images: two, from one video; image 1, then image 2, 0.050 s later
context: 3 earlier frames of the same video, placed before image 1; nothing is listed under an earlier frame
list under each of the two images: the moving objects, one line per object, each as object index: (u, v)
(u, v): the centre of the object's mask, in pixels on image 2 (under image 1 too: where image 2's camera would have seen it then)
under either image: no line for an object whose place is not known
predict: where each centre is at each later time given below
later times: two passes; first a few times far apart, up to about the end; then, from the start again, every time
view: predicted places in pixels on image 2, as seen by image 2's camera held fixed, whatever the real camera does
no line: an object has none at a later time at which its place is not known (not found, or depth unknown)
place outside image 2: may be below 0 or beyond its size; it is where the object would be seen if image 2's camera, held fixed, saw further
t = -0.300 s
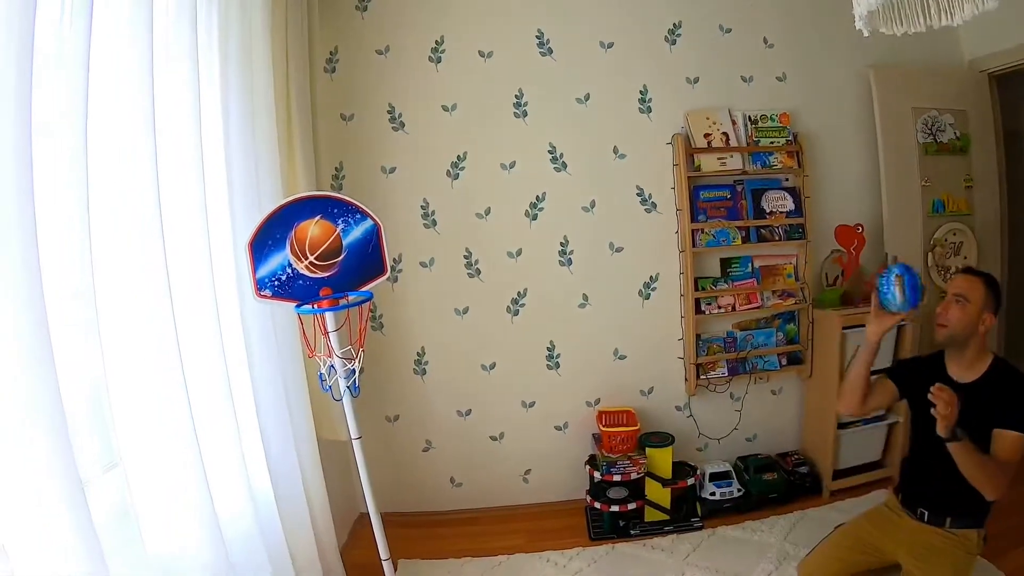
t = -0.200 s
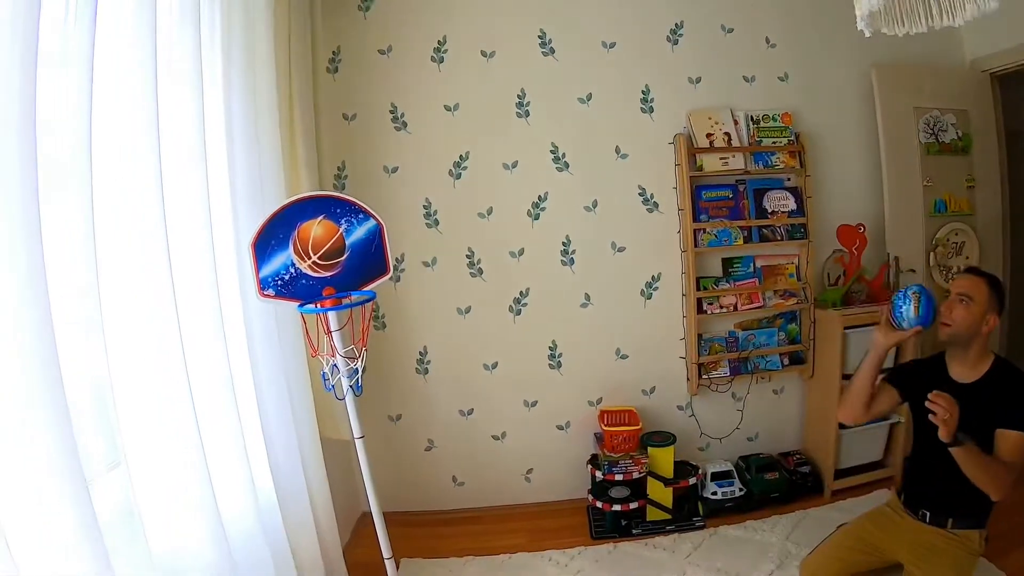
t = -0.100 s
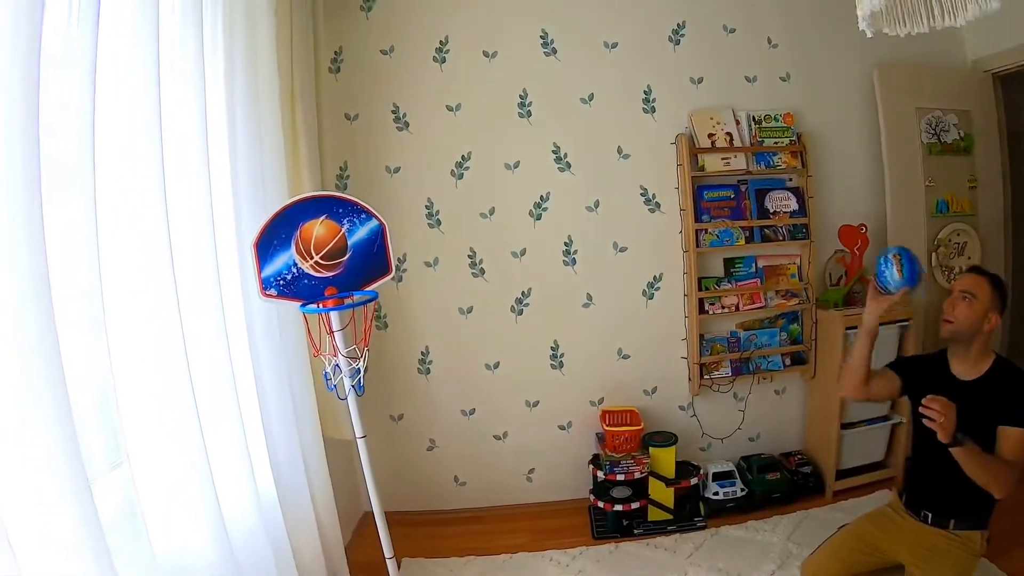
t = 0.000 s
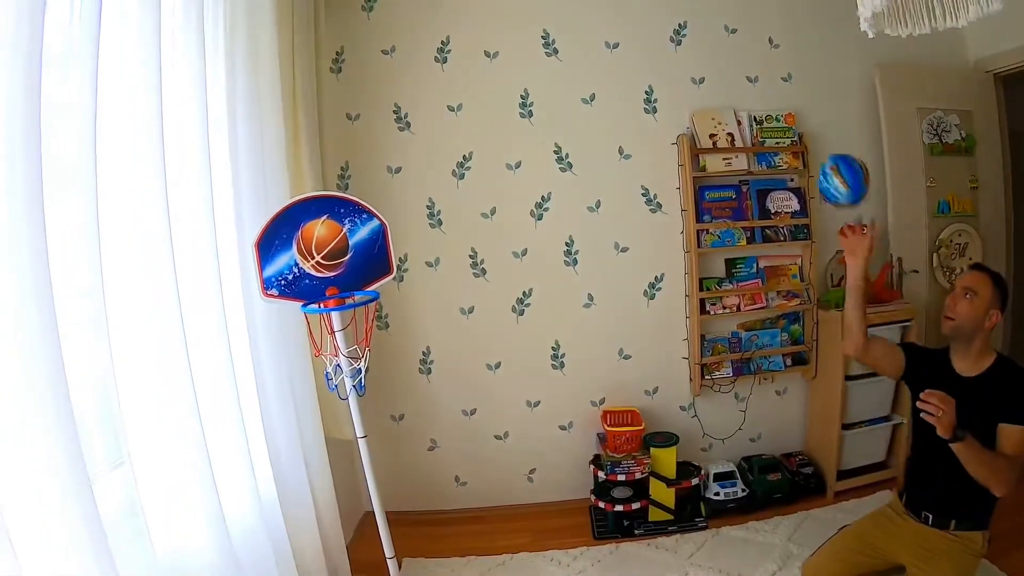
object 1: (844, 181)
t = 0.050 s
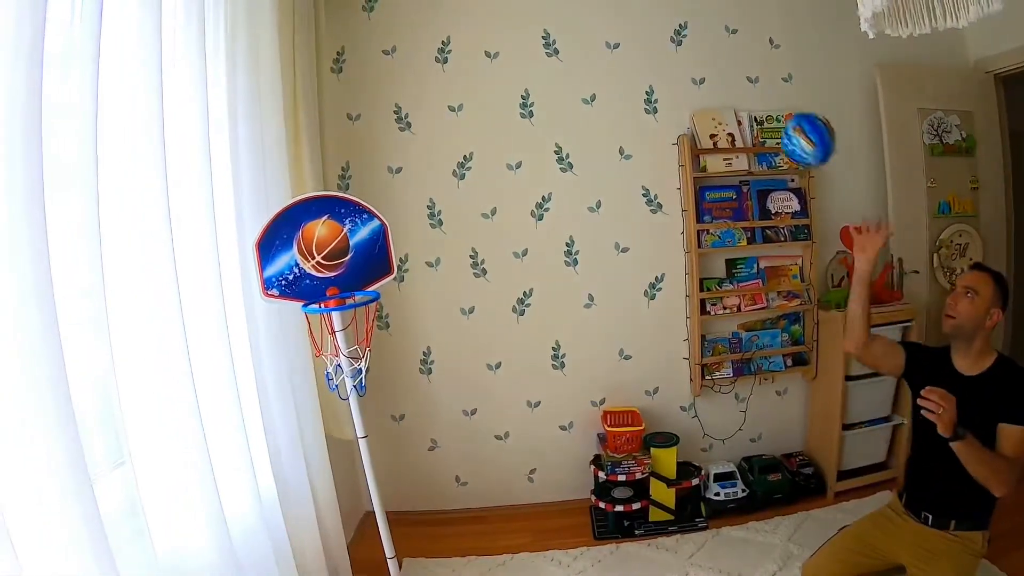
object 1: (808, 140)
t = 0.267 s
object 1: (635, 56)
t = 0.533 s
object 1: (414, 191)
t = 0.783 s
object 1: (320, 288)
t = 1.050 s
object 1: (318, 375)
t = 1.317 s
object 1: (368, 566)
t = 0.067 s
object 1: (795, 127)
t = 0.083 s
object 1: (783, 117)
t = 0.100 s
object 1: (770, 106)
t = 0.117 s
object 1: (757, 97)
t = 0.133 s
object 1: (744, 89)
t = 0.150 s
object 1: (730, 81)
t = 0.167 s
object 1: (717, 75)
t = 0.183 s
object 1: (703, 69)
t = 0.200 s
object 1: (690, 64)
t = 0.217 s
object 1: (676, 61)
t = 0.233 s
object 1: (662, 58)
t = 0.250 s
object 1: (649, 57)
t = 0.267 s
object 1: (635, 56)
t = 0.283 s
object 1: (621, 56)
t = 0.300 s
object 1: (607, 58)
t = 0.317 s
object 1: (594, 60)
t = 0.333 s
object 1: (580, 64)
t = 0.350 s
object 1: (566, 68)
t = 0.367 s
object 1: (552, 74)
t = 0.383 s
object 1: (538, 80)
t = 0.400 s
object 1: (524, 89)
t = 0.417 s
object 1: (510, 98)
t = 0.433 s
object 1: (496, 107)
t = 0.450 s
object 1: (482, 118)
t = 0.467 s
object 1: (468, 130)
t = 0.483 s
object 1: (454, 144)
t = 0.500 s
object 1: (441, 159)
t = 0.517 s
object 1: (427, 174)
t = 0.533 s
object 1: (414, 191)
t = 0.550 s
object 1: (401, 208)
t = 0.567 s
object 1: (389, 227)
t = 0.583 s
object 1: (376, 247)
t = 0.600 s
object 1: (365, 268)
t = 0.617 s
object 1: (354, 281)
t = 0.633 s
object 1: (345, 289)
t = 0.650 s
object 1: (334, 291)
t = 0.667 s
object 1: (328, 293)
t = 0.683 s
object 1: (326, 294)
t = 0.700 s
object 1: (325, 293)
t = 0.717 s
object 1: (323, 290)
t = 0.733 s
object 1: (322, 289)
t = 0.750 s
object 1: (321, 289)
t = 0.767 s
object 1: (320, 288)
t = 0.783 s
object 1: (320, 288)
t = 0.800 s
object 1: (320, 290)
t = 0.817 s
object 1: (319, 290)
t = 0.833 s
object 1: (319, 292)
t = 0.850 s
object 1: (318, 294)
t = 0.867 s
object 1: (317, 295)
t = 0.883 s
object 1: (318, 303)
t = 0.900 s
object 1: (317, 307)
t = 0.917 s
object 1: (316, 311)
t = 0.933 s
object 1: (314, 320)
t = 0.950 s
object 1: (313, 327)
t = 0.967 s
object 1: (313, 334)
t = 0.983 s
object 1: (311, 342)
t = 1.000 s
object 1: (315, 352)
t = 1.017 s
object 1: (313, 361)
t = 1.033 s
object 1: (315, 367)
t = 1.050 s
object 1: (318, 375)
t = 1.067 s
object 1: (319, 381)
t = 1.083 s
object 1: (320, 386)
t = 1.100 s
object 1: (325, 401)
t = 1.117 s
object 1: (326, 408)
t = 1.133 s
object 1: (327, 418)
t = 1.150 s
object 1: (329, 429)
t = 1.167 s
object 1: (333, 441)
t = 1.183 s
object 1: (335, 455)
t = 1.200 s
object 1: (339, 469)
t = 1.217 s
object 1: (343, 483)
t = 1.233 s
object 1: (346, 498)
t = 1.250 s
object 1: (350, 514)
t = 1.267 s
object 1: (355, 530)
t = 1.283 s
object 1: (359, 546)
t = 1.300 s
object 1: (363, 558)
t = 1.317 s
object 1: (368, 566)
